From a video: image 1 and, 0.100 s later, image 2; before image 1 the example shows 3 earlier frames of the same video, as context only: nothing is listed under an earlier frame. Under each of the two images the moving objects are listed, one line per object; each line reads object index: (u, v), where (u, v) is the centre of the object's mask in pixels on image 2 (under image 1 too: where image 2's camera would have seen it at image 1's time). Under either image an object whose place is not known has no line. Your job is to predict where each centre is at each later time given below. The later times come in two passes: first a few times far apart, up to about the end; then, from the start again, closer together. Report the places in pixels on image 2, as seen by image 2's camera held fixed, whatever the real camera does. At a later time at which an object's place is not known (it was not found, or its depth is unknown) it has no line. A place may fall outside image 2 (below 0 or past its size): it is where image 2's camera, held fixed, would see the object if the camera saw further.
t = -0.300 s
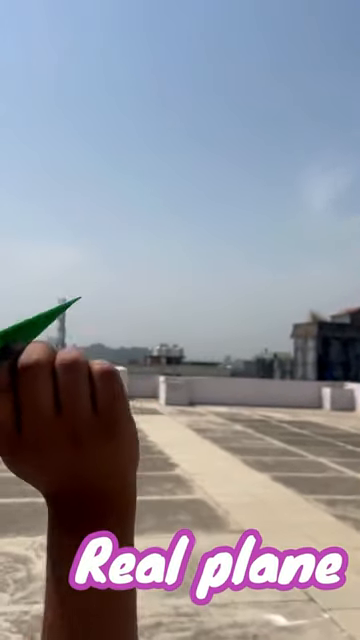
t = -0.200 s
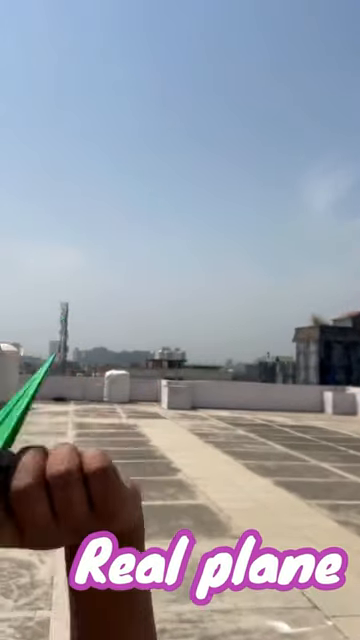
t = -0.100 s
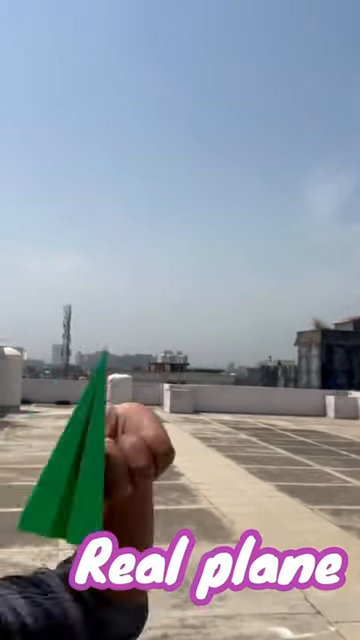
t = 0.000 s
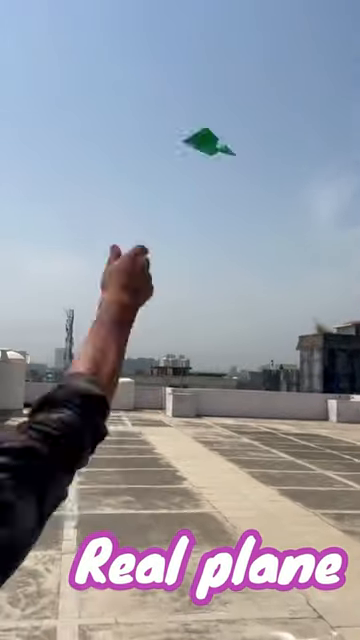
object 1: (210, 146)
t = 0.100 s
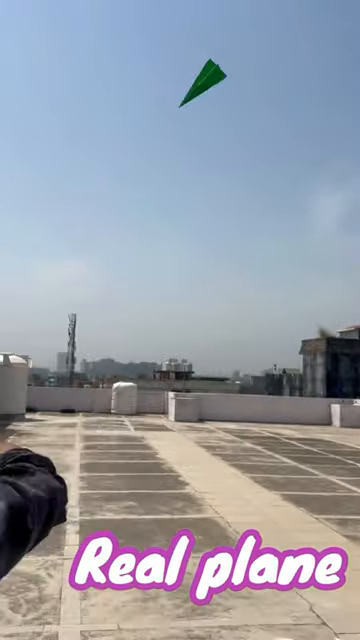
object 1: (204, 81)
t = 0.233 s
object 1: (188, 70)
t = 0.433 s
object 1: (179, 116)
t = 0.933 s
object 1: (203, 305)
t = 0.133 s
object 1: (197, 74)
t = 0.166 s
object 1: (192, 69)
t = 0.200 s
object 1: (190, 68)
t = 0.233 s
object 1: (188, 70)
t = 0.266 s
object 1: (188, 75)
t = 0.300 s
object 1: (186, 81)
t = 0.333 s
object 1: (186, 88)
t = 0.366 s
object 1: (184, 96)
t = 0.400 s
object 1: (181, 106)
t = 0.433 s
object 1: (179, 116)
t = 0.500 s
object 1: (178, 139)
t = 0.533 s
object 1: (178, 151)
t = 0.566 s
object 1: (179, 164)
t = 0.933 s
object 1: (203, 305)
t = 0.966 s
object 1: (204, 319)
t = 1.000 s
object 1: (204, 332)
